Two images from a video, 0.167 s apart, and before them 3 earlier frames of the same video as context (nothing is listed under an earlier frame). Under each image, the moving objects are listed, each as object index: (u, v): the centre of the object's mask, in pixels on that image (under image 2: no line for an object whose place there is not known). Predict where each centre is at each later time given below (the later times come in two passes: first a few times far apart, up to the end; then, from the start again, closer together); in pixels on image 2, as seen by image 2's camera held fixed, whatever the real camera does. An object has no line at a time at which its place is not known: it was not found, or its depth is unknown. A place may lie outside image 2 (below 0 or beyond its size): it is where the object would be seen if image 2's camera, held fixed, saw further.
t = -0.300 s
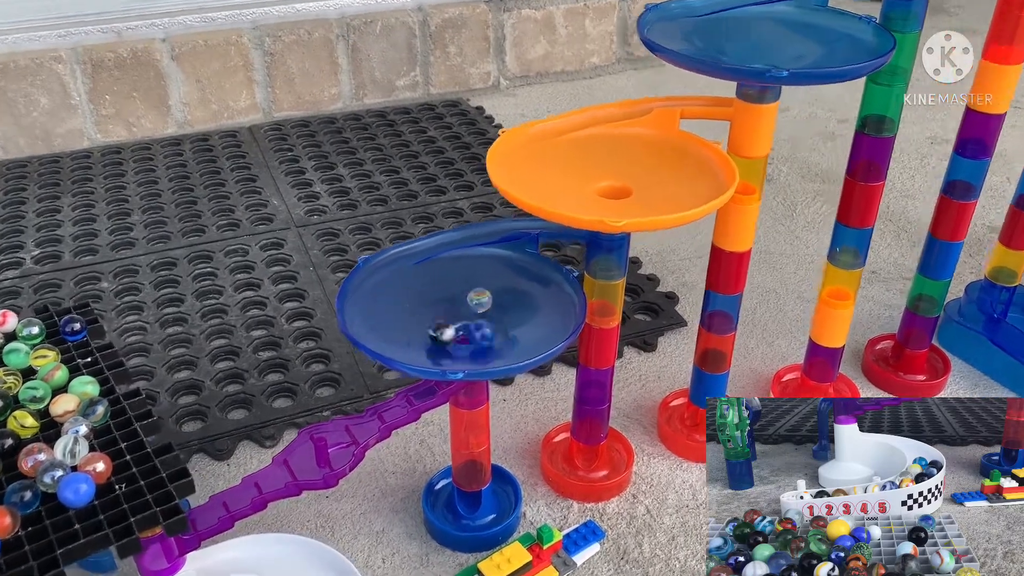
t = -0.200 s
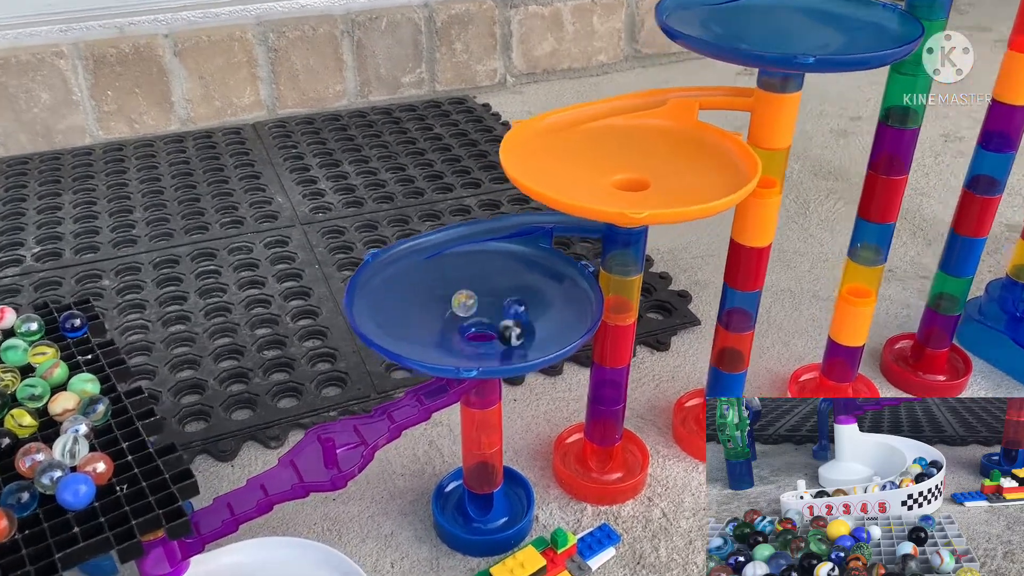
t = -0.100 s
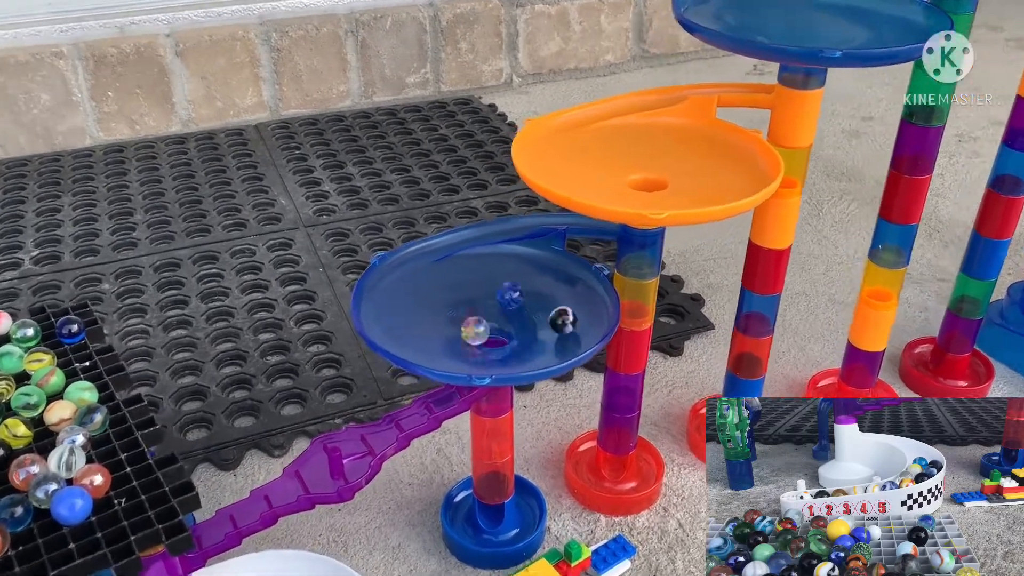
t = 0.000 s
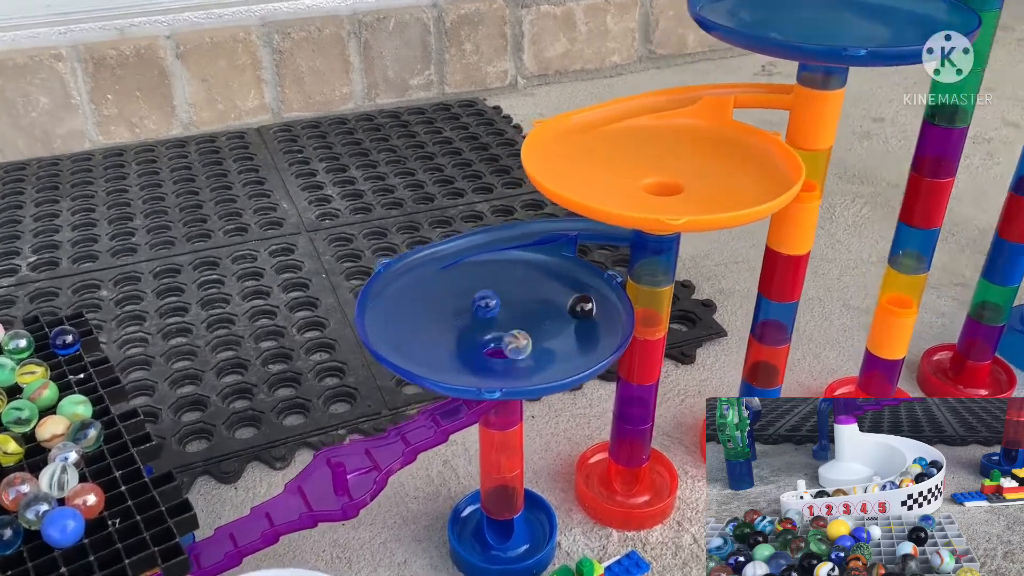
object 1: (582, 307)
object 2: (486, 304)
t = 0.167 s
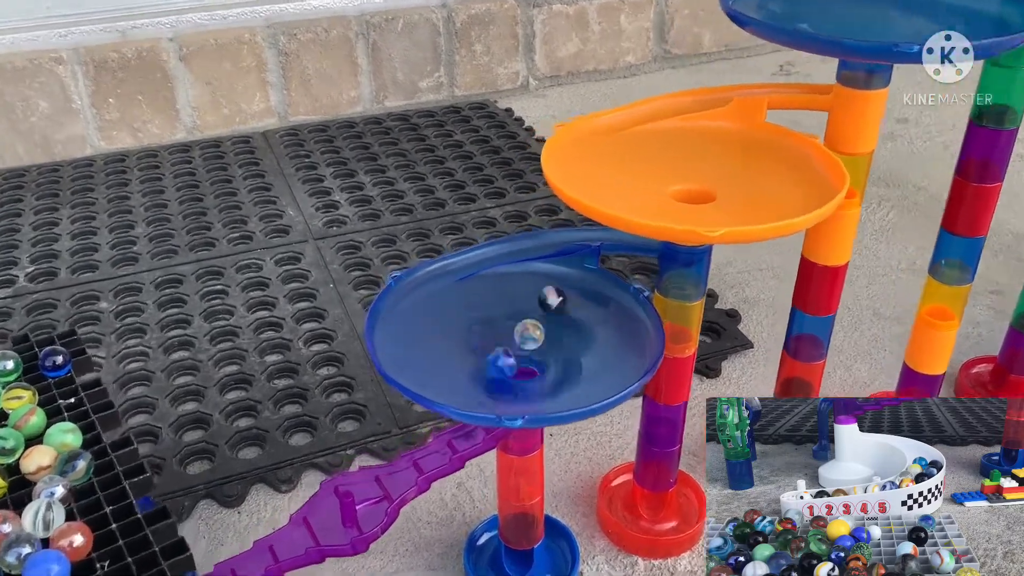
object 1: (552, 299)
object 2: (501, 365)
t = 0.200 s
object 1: (535, 299)
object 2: (522, 369)
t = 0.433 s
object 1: (458, 345)
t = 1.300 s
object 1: (501, 368)
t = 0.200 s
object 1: (535, 299)
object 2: (522, 369)
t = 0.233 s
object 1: (518, 301)
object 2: (534, 367)
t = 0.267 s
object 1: (500, 305)
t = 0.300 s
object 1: (486, 309)
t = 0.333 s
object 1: (472, 317)
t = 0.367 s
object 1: (463, 326)
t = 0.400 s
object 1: (458, 335)
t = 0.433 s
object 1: (458, 345)
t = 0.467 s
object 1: (464, 355)
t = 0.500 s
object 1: (474, 363)
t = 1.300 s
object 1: (501, 368)
